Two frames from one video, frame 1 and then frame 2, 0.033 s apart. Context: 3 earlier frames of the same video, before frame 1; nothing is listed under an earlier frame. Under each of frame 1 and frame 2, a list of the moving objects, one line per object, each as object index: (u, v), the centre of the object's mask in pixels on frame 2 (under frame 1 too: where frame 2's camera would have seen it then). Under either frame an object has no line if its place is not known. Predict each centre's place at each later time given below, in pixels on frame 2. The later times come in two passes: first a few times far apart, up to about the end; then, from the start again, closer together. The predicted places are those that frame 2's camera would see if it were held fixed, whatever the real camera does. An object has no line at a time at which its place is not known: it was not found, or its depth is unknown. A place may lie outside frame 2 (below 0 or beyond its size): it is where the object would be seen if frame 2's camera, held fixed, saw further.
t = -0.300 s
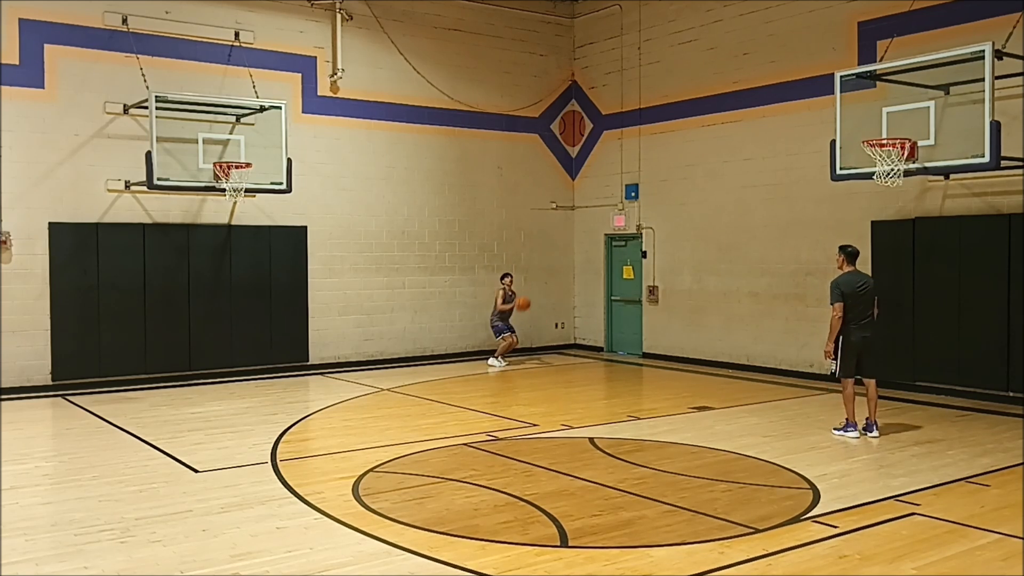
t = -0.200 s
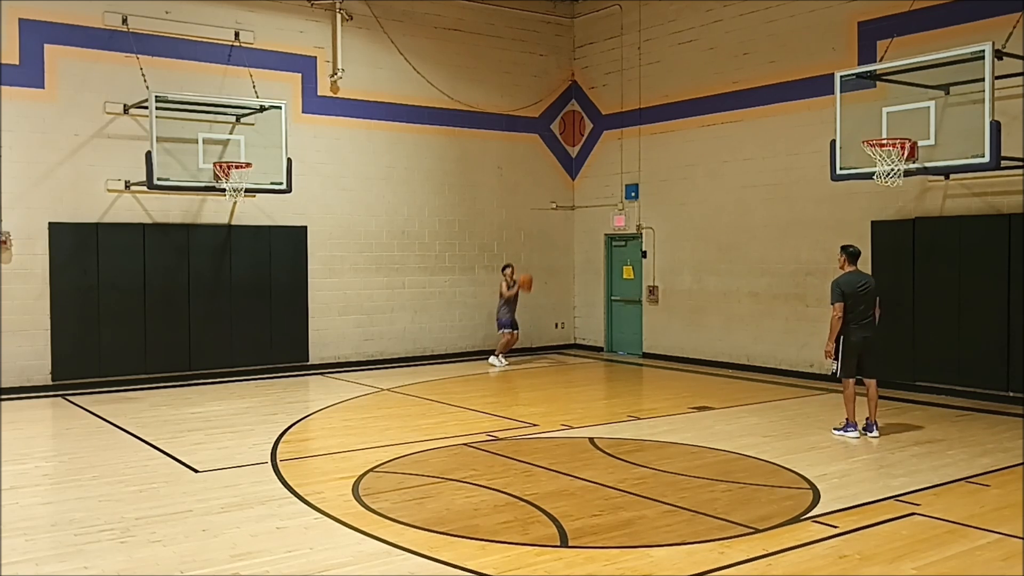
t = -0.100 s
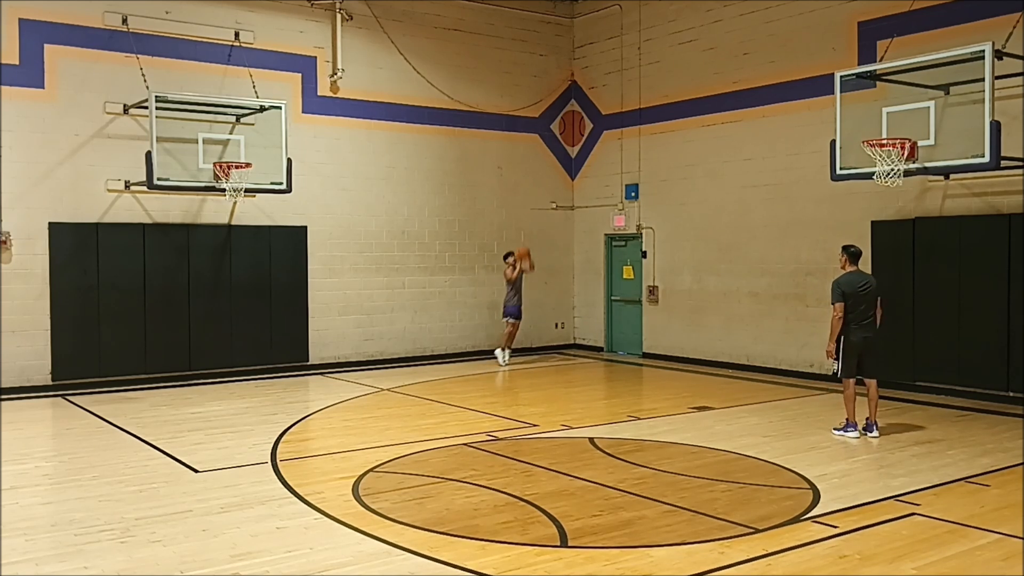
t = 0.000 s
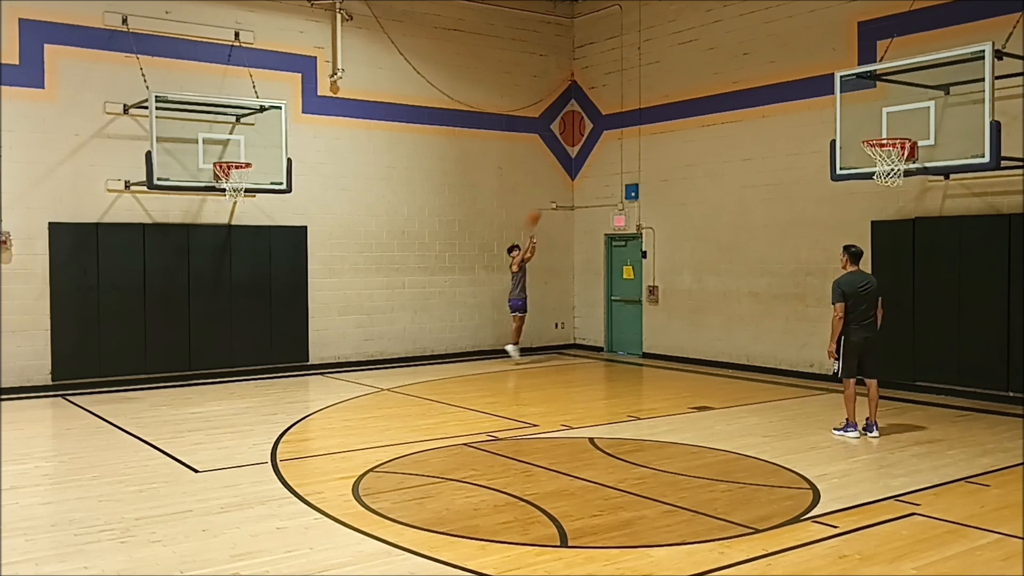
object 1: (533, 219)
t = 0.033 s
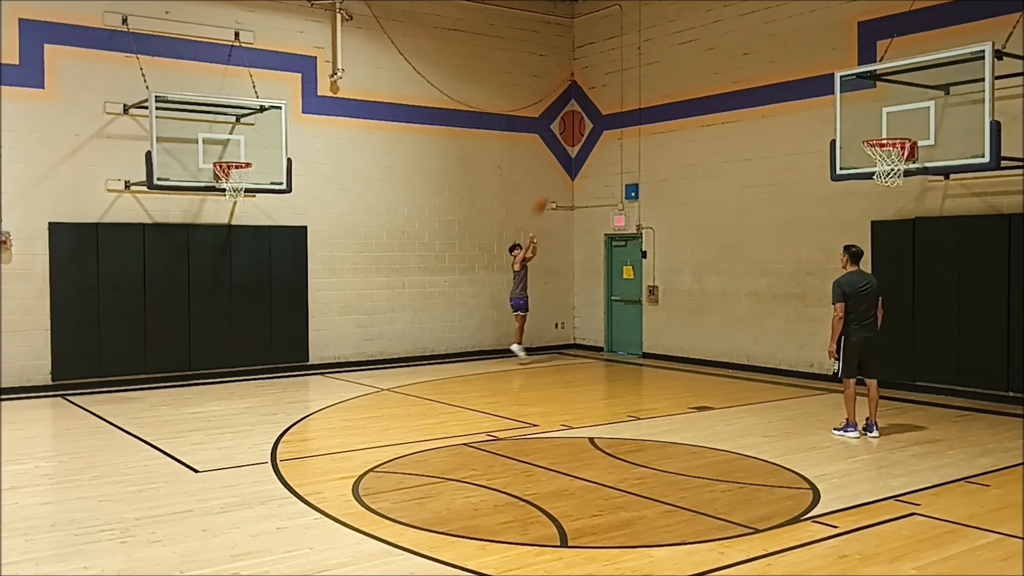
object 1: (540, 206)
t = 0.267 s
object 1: (591, 124)
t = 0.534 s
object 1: (657, 63)
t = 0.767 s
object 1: (723, 46)
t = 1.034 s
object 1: (813, 81)
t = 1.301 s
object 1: (909, 166)
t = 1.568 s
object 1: (939, 216)
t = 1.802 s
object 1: (965, 316)
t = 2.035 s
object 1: (979, 397)
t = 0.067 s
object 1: (547, 193)
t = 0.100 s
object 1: (554, 180)
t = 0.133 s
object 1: (562, 166)
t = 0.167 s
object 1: (566, 157)
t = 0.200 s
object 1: (575, 144)
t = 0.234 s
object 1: (583, 134)
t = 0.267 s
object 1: (591, 124)
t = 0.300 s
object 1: (598, 115)
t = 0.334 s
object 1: (608, 105)
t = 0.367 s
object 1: (616, 96)
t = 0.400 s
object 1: (624, 89)
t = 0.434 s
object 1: (632, 81)
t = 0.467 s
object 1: (640, 75)
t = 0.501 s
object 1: (648, 69)
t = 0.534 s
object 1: (657, 63)
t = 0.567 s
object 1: (666, 59)
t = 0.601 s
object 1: (675, 54)
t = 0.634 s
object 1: (684, 51)
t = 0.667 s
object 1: (693, 49)
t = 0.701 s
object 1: (703, 47)
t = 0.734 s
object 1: (713, 46)
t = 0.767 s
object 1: (723, 46)
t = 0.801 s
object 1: (734, 47)
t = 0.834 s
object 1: (744, 49)
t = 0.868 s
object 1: (755, 51)
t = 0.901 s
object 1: (765, 55)
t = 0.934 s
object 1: (777, 59)
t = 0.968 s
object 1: (788, 65)
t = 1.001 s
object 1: (800, 72)
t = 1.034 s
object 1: (813, 81)
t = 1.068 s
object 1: (822, 87)
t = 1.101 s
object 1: (837, 98)
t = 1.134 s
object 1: (851, 110)
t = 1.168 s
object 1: (865, 124)
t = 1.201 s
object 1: (875, 133)
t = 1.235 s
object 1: (887, 150)
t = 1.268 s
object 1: (904, 164)
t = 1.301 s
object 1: (909, 166)
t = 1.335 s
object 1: (912, 167)
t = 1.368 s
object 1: (915, 171)
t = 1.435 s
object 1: (923, 180)
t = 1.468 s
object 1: (927, 187)
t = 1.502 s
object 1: (930, 195)
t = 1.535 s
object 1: (934, 204)
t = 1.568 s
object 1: (939, 216)
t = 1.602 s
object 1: (941, 227)
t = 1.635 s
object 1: (945, 237)
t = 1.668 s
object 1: (949, 251)
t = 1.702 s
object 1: (953, 266)
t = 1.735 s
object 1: (957, 282)
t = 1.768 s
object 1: (961, 298)
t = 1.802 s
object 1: (965, 316)
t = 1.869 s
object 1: (973, 356)
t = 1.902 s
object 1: (977, 378)
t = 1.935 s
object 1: (981, 397)
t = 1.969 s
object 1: (986, 425)
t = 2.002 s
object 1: (984, 417)
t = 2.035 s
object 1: (979, 397)
